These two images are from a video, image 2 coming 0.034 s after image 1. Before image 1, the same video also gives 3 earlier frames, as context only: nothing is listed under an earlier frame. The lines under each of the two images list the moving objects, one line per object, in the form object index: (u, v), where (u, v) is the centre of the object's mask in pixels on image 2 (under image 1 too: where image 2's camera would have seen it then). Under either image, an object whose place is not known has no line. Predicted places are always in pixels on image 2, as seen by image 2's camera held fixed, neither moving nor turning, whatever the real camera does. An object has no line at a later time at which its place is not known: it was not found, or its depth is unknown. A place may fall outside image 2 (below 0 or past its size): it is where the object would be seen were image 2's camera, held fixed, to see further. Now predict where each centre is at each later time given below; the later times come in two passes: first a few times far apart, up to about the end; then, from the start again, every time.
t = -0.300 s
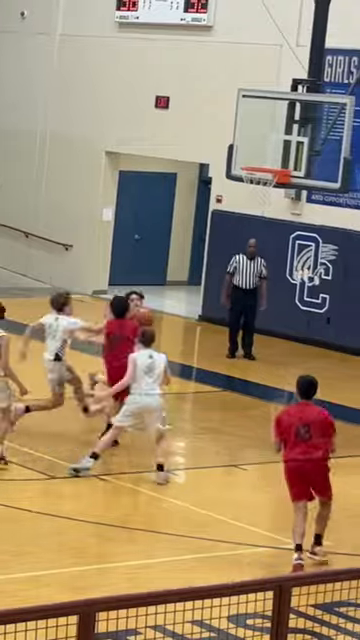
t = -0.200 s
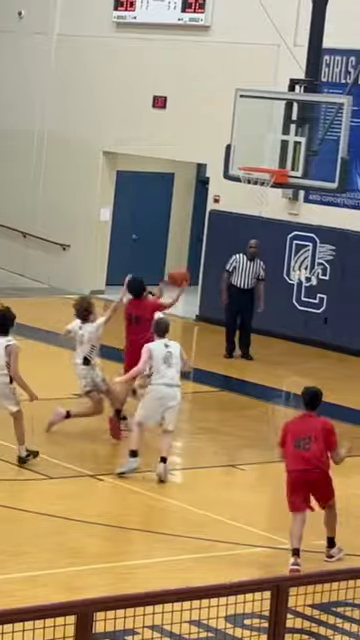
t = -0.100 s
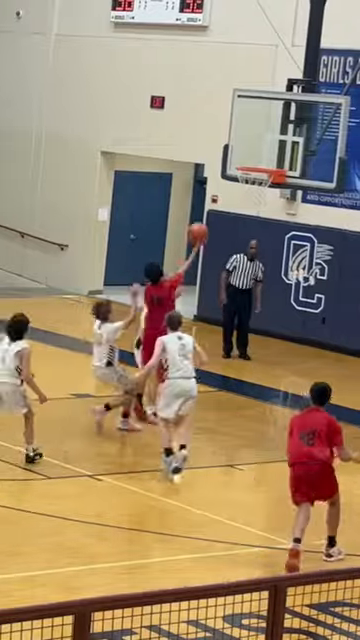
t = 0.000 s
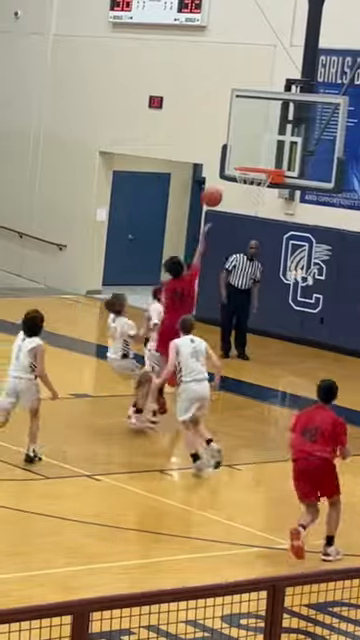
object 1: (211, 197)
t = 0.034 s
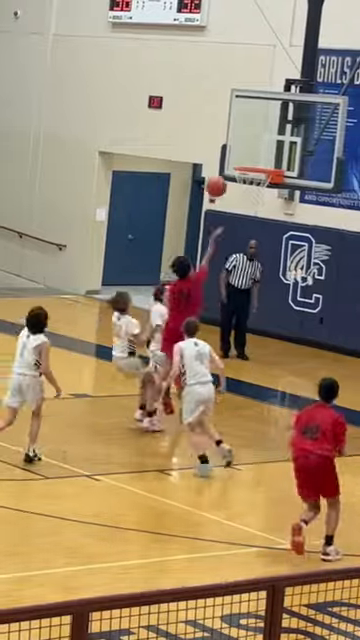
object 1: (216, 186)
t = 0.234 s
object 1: (244, 146)
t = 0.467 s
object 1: (269, 143)
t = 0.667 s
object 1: (257, 161)
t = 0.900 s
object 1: (240, 191)
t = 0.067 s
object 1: (221, 176)
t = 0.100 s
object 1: (226, 168)
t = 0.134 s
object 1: (231, 162)
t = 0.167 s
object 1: (235, 155)
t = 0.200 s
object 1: (239, 150)
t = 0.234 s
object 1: (244, 146)
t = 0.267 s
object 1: (248, 143)
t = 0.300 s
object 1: (252, 140)
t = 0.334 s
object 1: (256, 139)
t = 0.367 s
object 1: (260, 138)
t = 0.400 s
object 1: (263, 139)
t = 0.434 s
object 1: (266, 140)
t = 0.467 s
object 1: (269, 143)
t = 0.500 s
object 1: (272, 145)
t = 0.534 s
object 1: (276, 148)
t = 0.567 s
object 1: (274, 151)
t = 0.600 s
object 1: (268, 154)
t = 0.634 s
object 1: (263, 158)
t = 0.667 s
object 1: (257, 161)
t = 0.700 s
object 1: (252, 168)
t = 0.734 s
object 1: (246, 174)
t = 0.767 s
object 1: (242, 179)
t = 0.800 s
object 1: (241, 183)
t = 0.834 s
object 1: (240, 184)
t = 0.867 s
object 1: (240, 188)
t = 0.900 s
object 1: (240, 191)
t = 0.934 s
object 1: (241, 194)
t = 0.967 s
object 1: (241, 197)
